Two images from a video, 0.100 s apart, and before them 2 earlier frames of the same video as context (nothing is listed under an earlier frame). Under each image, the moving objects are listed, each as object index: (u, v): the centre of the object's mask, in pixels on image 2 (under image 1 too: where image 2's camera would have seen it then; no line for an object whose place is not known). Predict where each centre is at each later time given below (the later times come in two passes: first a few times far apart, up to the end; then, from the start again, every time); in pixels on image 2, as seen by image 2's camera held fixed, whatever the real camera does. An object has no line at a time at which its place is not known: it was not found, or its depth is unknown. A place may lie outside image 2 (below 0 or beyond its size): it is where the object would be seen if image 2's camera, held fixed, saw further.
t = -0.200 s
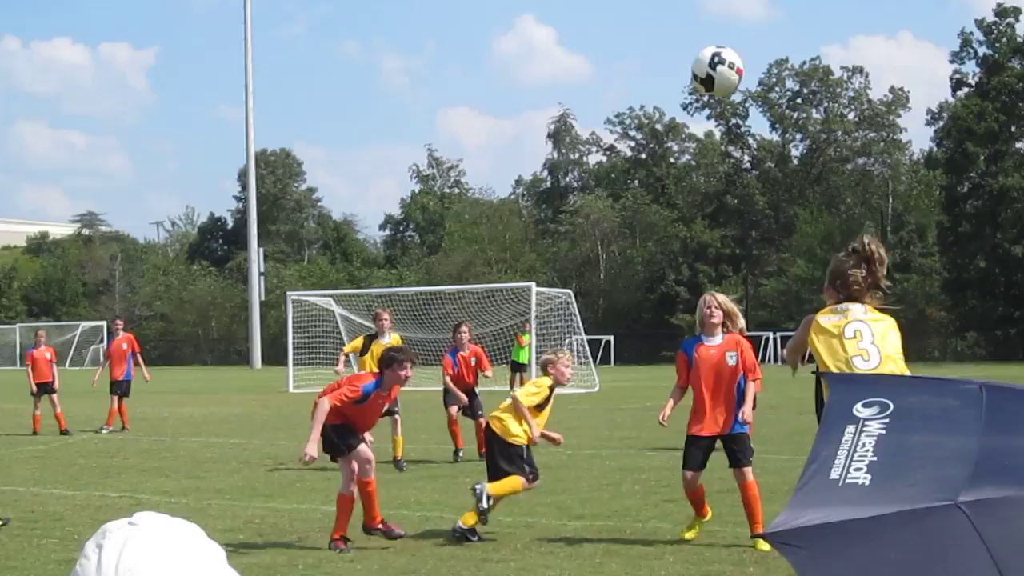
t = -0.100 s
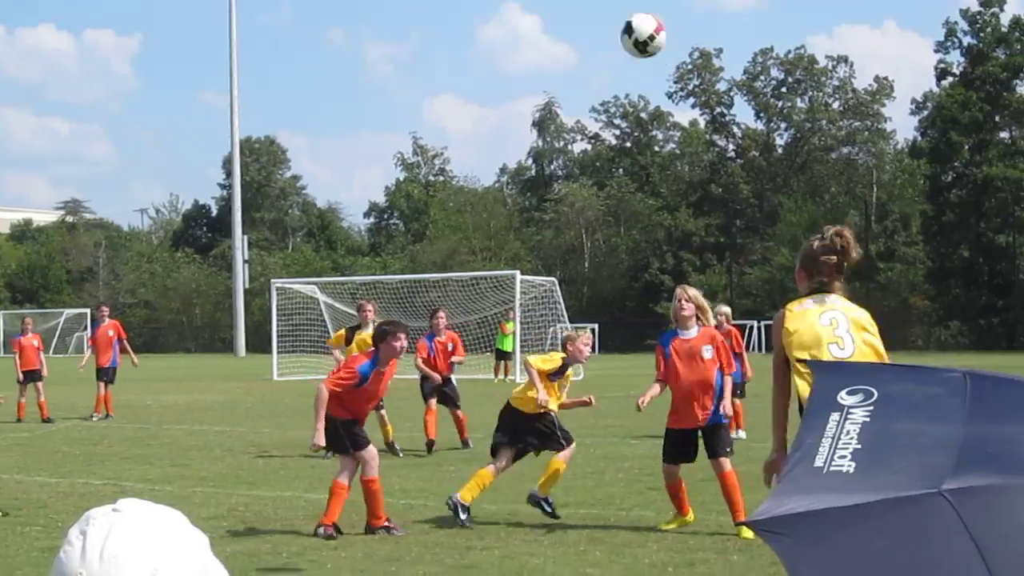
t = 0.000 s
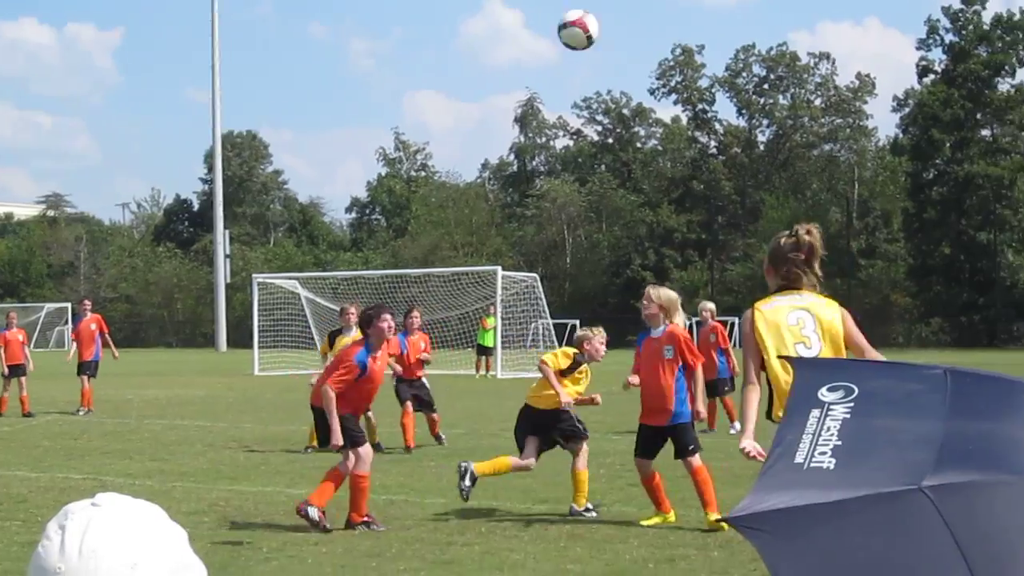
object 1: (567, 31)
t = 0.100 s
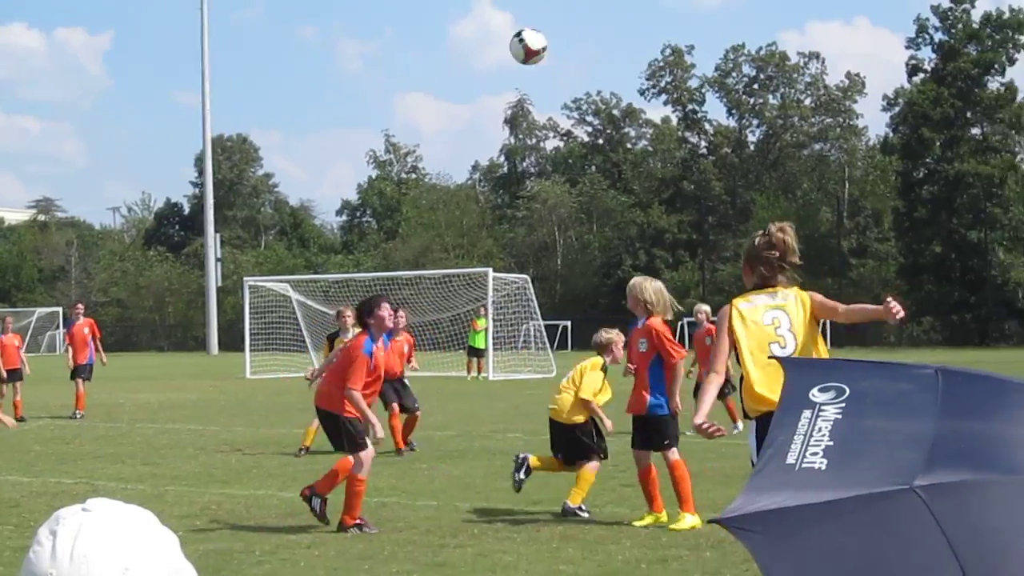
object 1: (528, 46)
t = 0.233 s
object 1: (488, 84)
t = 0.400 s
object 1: (449, 156)
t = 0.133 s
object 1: (517, 54)
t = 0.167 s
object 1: (507, 63)
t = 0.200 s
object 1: (497, 73)
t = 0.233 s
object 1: (488, 84)
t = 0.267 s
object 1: (479, 97)
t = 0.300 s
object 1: (471, 110)
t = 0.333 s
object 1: (463, 125)
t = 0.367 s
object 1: (456, 140)
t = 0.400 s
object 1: (449, 156)
